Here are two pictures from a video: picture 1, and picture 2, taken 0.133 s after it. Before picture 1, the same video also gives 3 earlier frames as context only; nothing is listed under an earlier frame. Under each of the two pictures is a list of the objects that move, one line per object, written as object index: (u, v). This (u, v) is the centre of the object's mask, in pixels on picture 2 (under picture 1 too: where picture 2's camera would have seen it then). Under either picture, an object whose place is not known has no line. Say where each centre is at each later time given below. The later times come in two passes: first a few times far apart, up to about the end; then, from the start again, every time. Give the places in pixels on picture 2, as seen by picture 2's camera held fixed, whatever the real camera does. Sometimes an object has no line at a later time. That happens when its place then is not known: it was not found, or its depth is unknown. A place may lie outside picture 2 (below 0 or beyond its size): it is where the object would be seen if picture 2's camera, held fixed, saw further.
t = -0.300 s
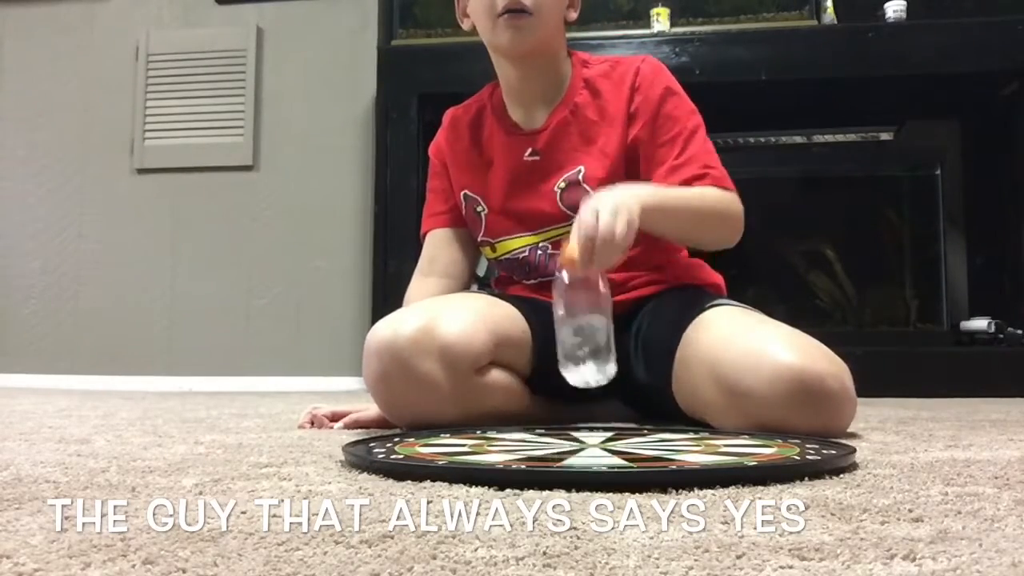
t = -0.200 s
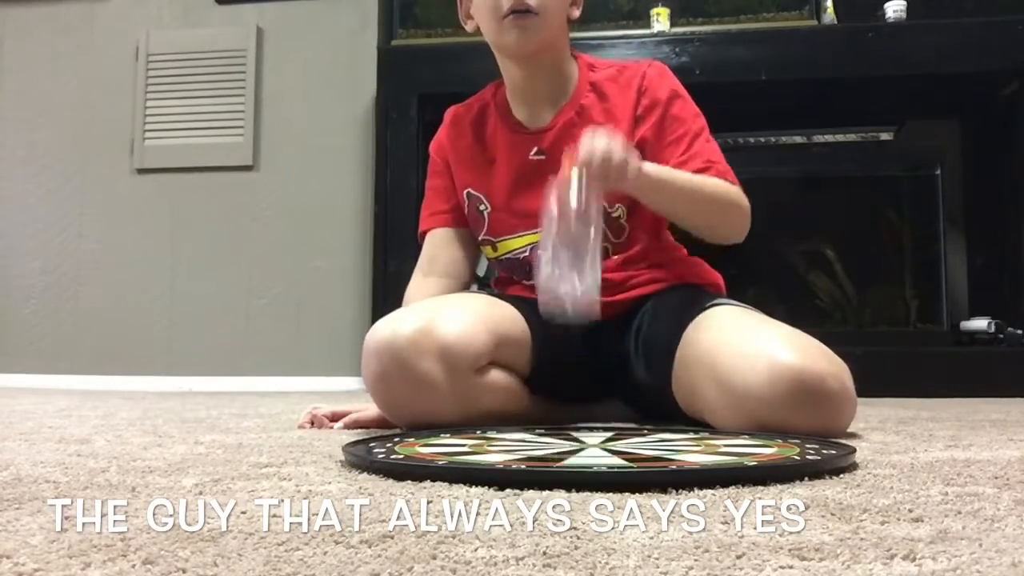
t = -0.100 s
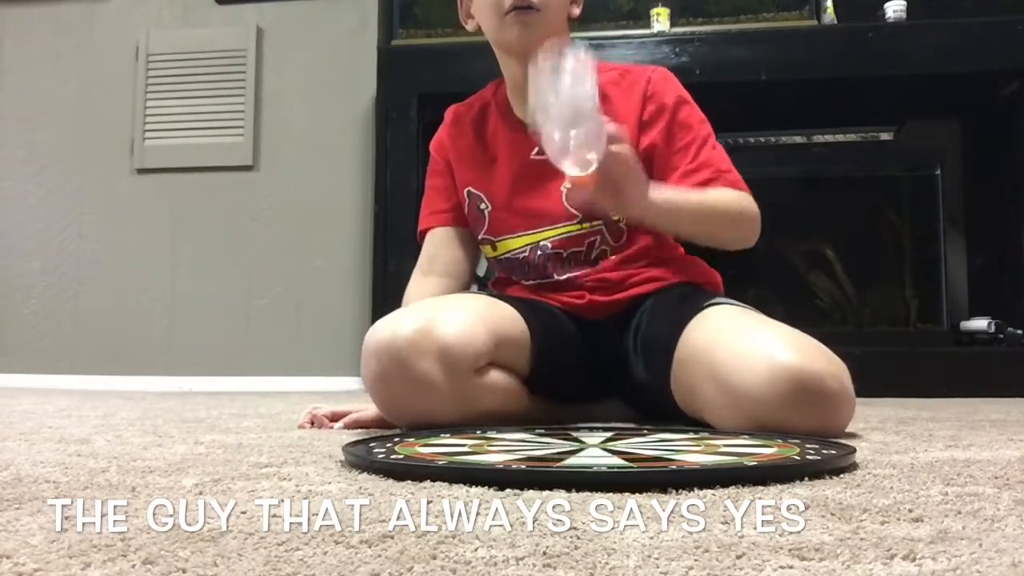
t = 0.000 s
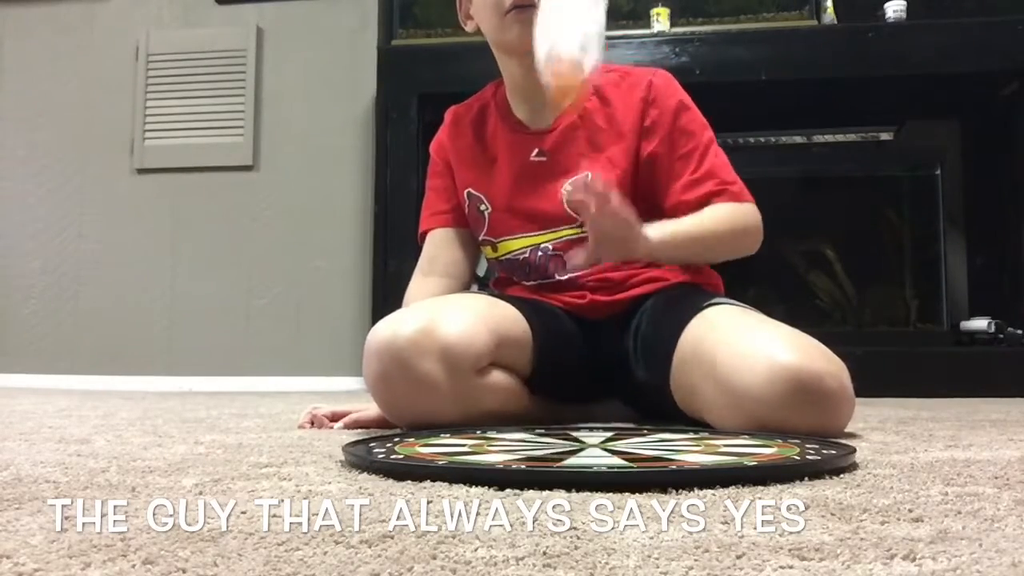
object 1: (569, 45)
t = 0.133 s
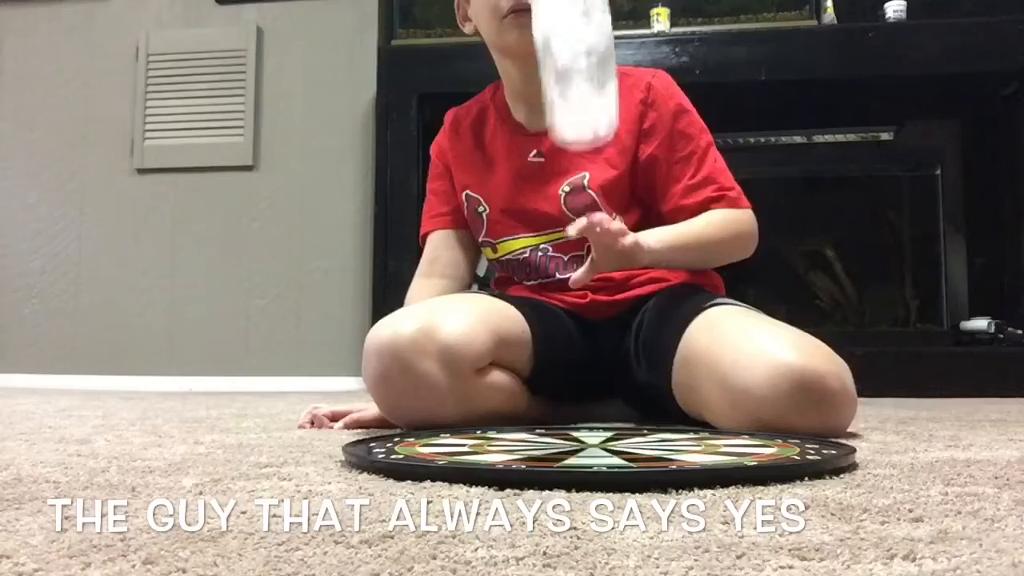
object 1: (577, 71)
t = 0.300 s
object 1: (580, 353)
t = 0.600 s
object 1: (514, 413)
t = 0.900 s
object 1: (482, 438)
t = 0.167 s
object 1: (577, 100)
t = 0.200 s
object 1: (575, 137)
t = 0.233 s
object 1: (580, 243)
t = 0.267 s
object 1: (580, 319)
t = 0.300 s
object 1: (580, 353)
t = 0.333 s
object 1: (578, 358)
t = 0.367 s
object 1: (572, 355)
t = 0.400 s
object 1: (566, 352)
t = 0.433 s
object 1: (560, 351)
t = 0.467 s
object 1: (552, 351)
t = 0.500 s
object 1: (543, 355)
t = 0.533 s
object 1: (535, 362)
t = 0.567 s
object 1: (537, 393)
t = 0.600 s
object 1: (514, 413)
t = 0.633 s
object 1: (508, 416)
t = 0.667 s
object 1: (505, 419)
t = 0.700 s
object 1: (503, 422)
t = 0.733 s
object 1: (499, 424)
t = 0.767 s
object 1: (493, 430)
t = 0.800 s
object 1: (486, 437)
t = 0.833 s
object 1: (483, 437)
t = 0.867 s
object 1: (482, 438)
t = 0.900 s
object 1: (482, 438)
